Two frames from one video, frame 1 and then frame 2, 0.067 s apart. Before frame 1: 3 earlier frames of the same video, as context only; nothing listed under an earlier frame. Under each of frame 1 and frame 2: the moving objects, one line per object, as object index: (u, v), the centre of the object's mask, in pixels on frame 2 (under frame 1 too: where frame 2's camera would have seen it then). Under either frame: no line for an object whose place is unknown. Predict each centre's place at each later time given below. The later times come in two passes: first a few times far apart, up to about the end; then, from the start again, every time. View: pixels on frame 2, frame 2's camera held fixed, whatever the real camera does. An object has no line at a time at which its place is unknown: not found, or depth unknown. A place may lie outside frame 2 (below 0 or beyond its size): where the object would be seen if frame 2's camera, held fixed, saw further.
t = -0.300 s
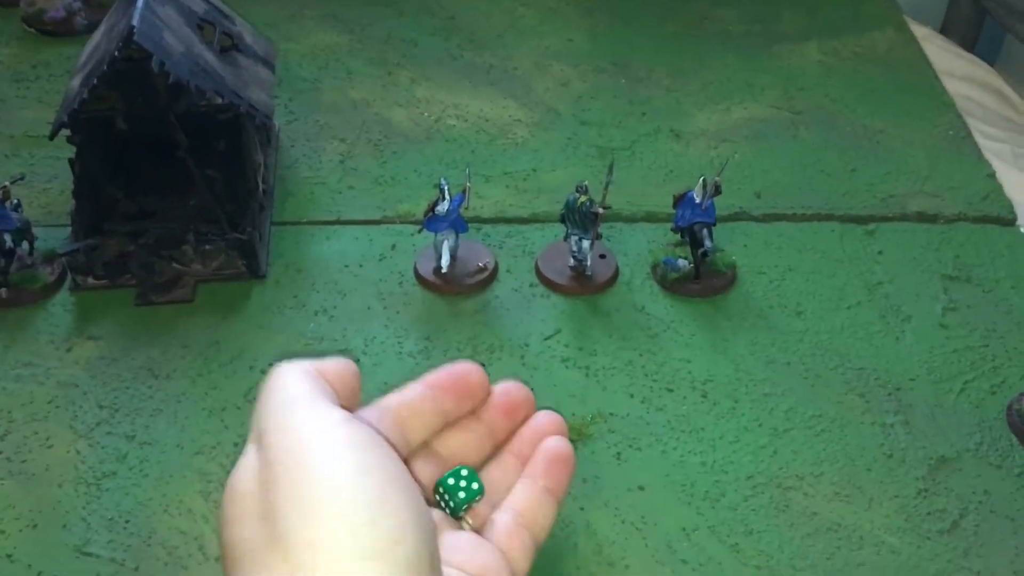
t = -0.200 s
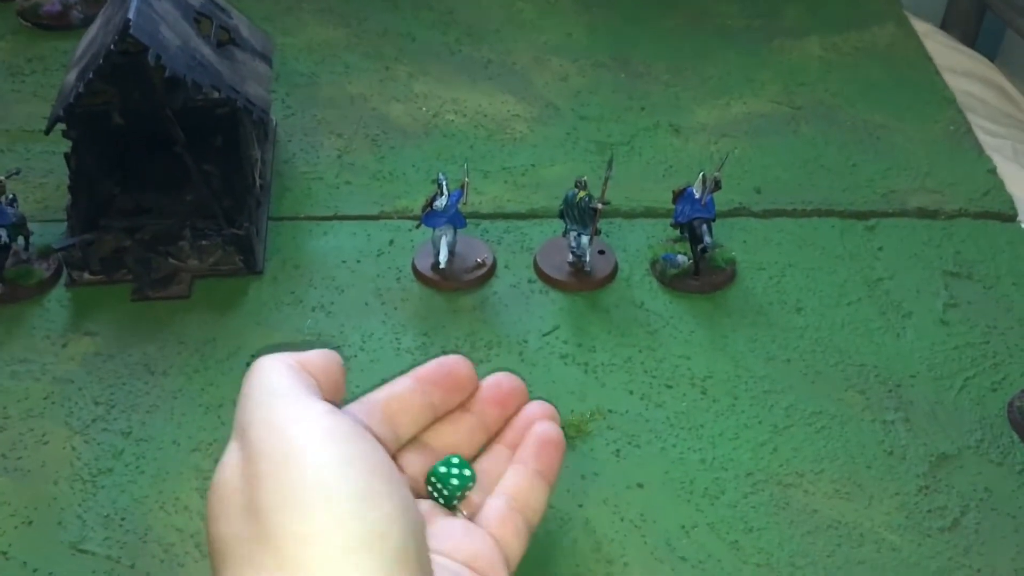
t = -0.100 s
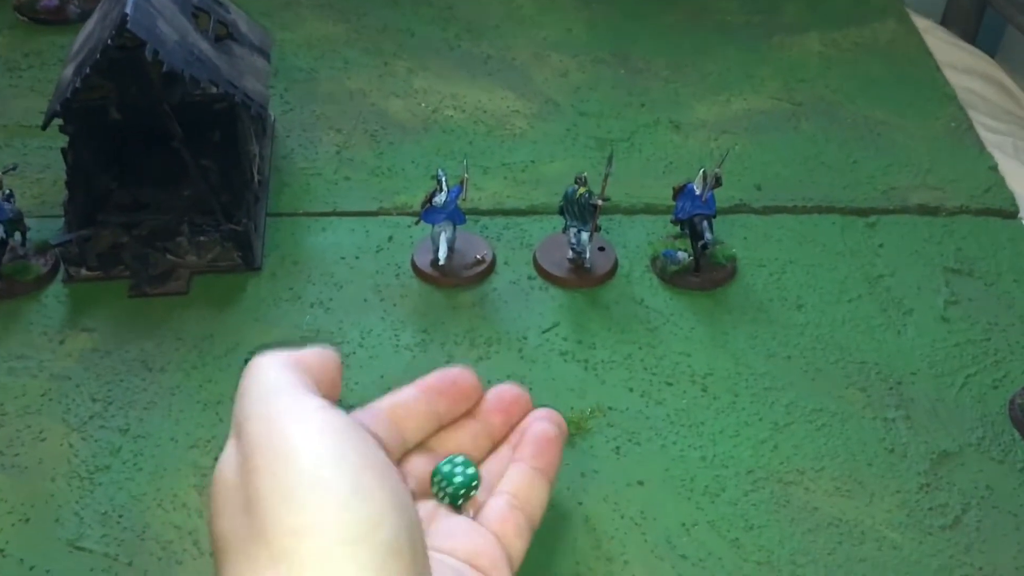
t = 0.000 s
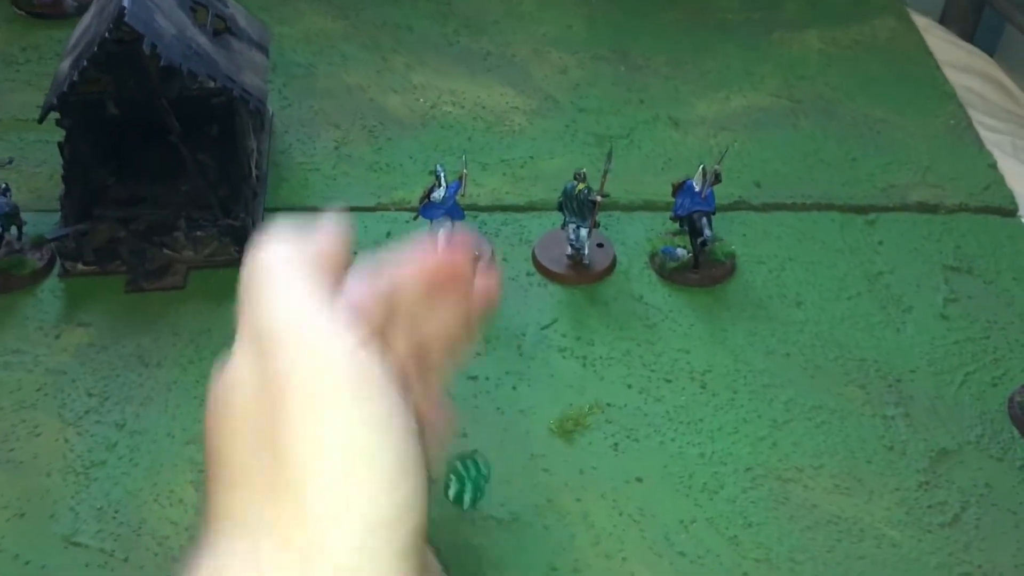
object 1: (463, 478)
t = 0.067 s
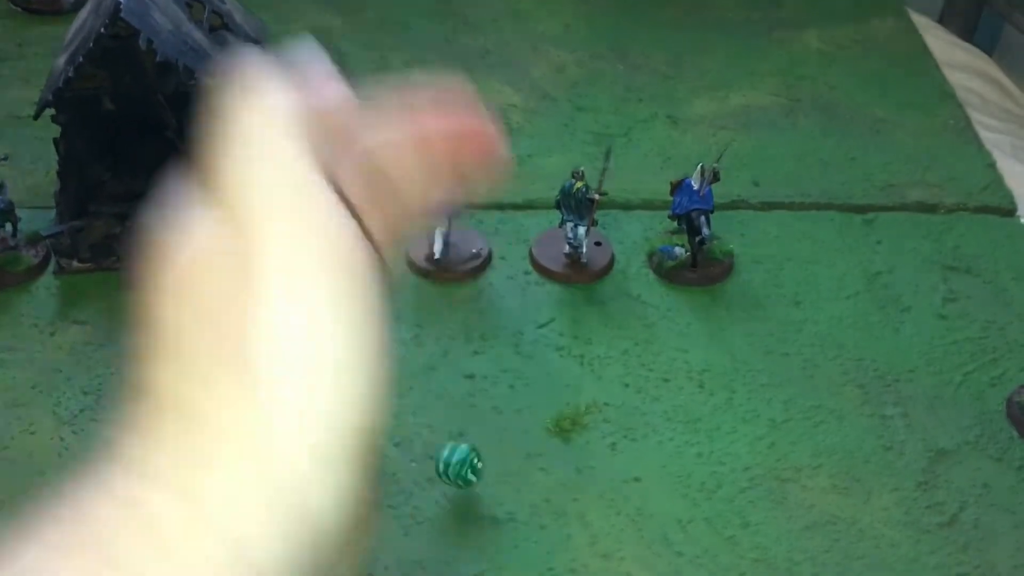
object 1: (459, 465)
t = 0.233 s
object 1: (460, 432)
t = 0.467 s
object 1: (464, 414)
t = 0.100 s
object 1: (457, 448)
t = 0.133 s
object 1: (459, 433)
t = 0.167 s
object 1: (458, 439)
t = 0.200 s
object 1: (458, 441)
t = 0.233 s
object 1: (460, 432)
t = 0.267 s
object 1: (459, 427)
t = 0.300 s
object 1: (457, 423)
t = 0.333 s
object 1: (455, 420)
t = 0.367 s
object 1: (458, 418)
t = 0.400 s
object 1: (463, 415)
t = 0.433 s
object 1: (465, 414)
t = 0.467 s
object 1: (464, 414)
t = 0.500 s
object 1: (463, 413)
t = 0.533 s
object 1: (461, 413)
